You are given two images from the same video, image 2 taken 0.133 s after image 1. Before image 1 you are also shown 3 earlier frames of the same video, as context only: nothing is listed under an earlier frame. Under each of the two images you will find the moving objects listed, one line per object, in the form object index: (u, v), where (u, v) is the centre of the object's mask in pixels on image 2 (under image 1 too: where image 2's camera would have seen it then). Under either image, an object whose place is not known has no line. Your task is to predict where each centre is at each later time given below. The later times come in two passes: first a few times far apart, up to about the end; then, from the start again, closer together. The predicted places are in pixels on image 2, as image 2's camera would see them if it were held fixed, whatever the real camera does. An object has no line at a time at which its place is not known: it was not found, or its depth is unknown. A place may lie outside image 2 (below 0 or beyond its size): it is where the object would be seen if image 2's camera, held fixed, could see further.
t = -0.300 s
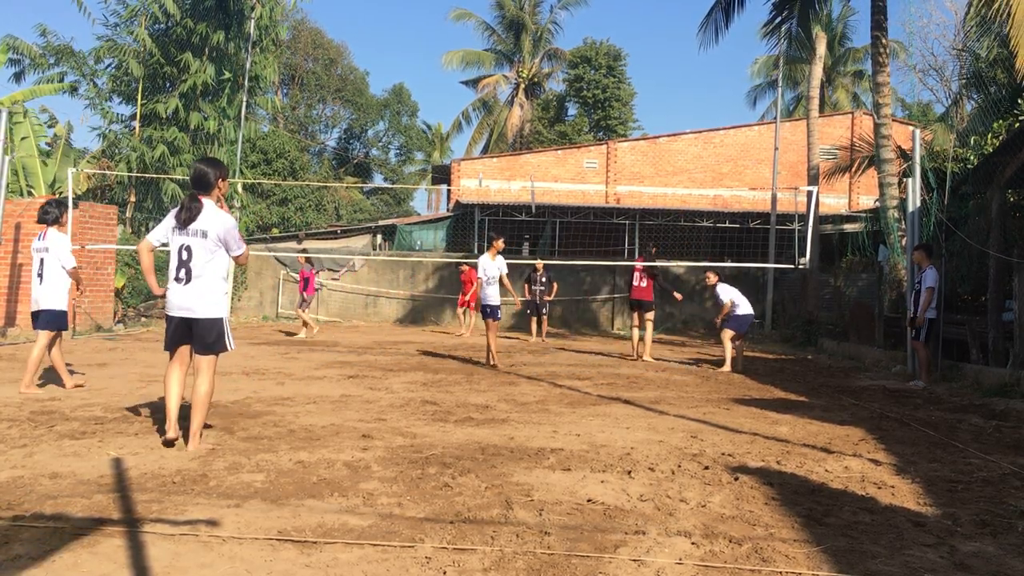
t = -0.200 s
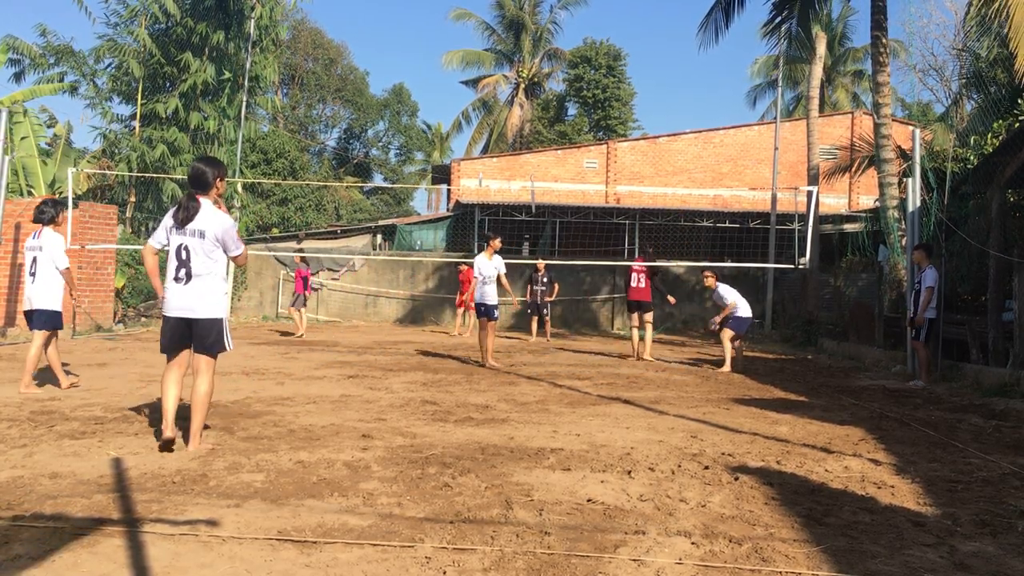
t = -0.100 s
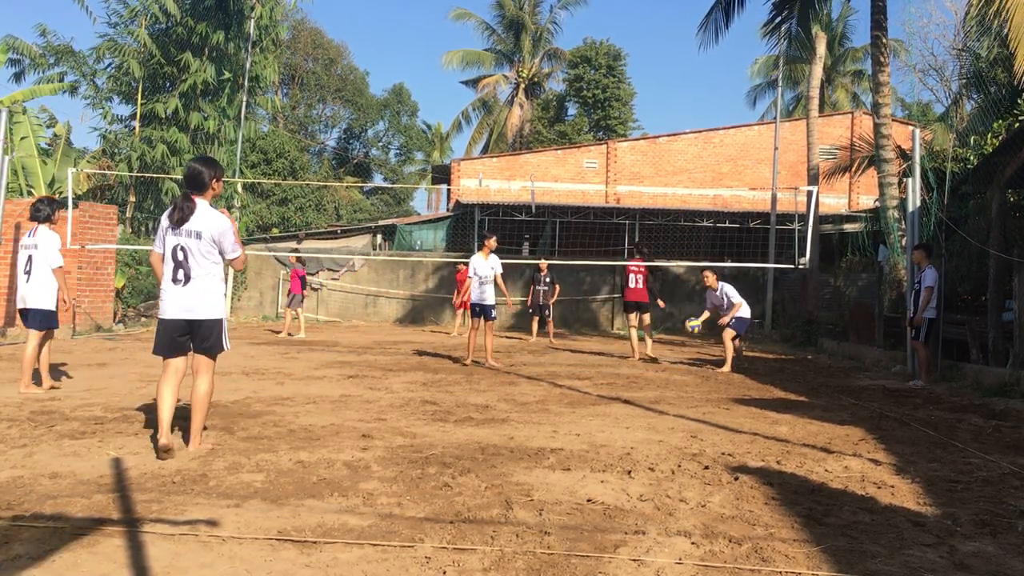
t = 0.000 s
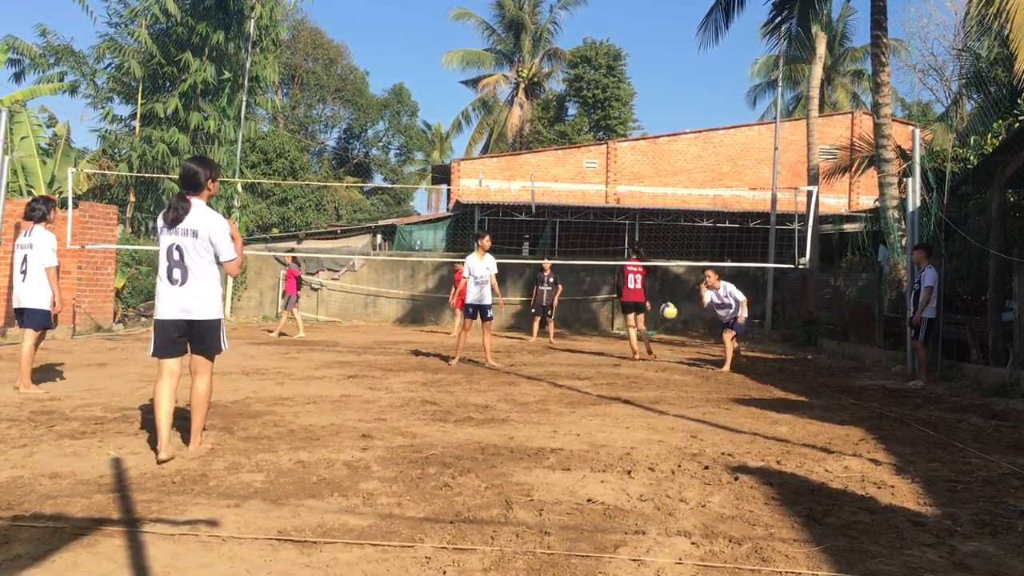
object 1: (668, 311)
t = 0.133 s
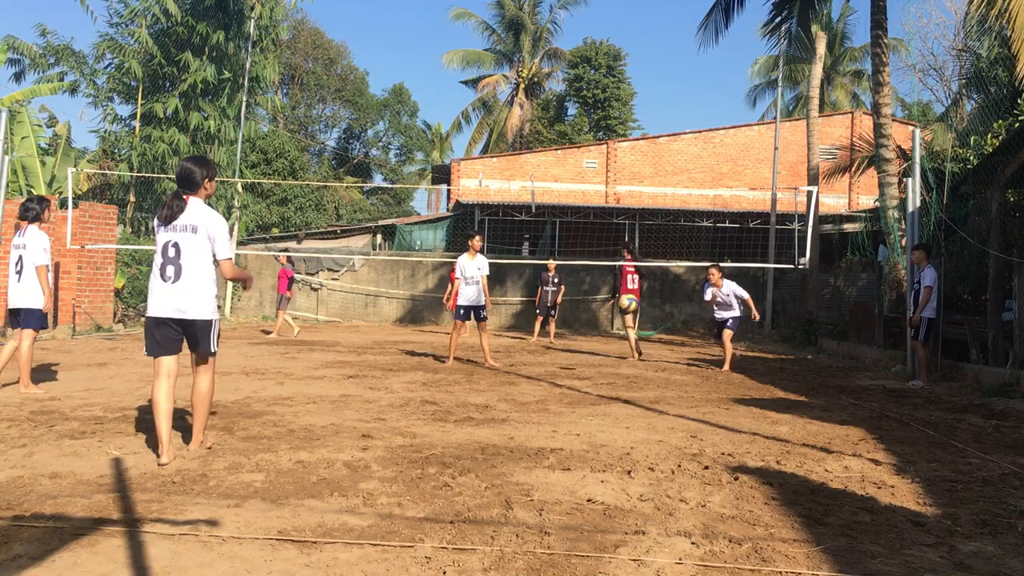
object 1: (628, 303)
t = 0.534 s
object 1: (447, 381)
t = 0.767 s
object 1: (348, 344)
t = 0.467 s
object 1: (478, 377)
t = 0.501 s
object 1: (458, 391)
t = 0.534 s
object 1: (447, 381)
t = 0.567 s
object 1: (435, 372)
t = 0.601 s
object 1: (421, 363)
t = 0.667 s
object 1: (394, 352)
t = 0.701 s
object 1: (379, 347)
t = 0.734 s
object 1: (364, 345)
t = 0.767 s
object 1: (348, 344)
